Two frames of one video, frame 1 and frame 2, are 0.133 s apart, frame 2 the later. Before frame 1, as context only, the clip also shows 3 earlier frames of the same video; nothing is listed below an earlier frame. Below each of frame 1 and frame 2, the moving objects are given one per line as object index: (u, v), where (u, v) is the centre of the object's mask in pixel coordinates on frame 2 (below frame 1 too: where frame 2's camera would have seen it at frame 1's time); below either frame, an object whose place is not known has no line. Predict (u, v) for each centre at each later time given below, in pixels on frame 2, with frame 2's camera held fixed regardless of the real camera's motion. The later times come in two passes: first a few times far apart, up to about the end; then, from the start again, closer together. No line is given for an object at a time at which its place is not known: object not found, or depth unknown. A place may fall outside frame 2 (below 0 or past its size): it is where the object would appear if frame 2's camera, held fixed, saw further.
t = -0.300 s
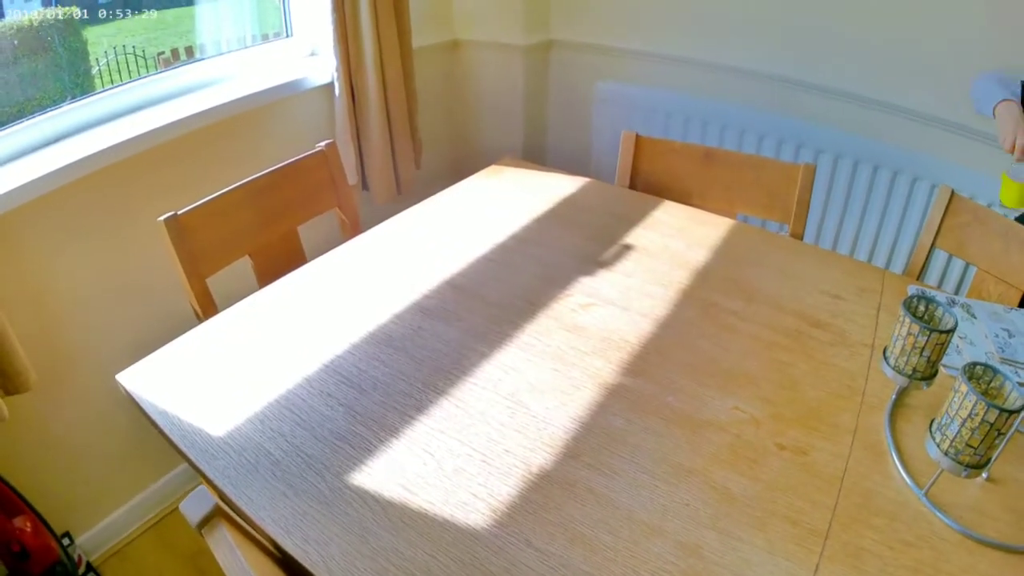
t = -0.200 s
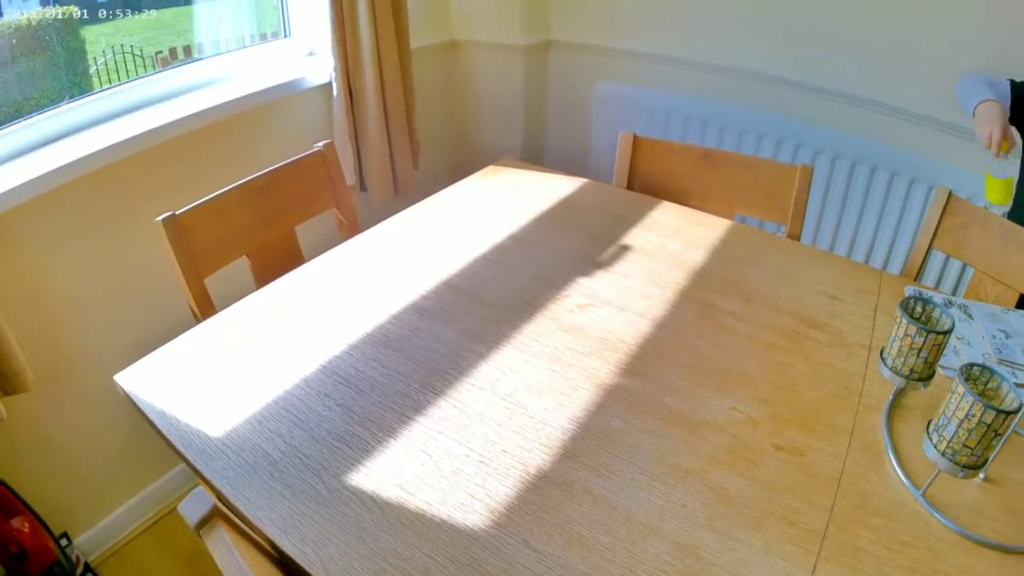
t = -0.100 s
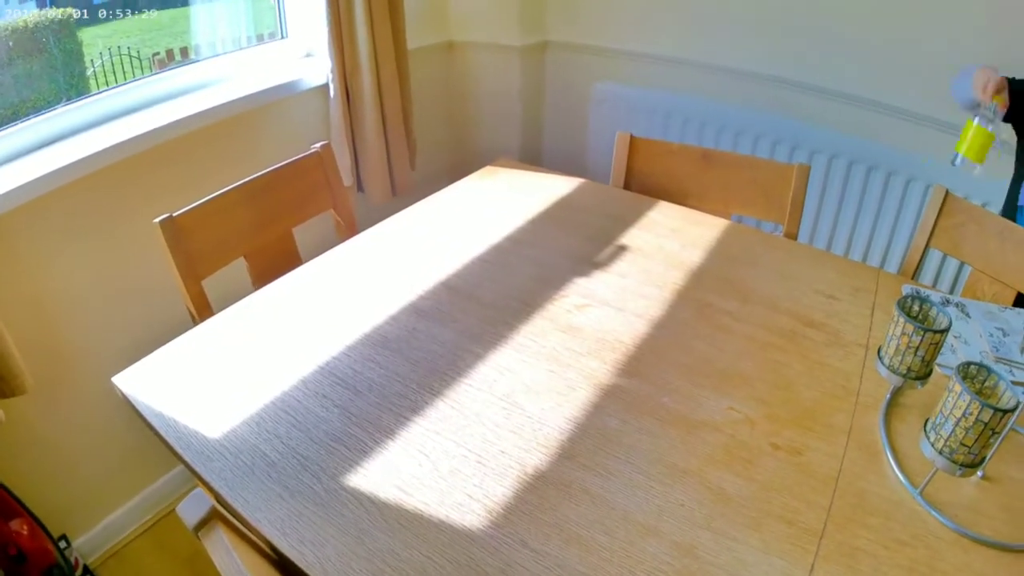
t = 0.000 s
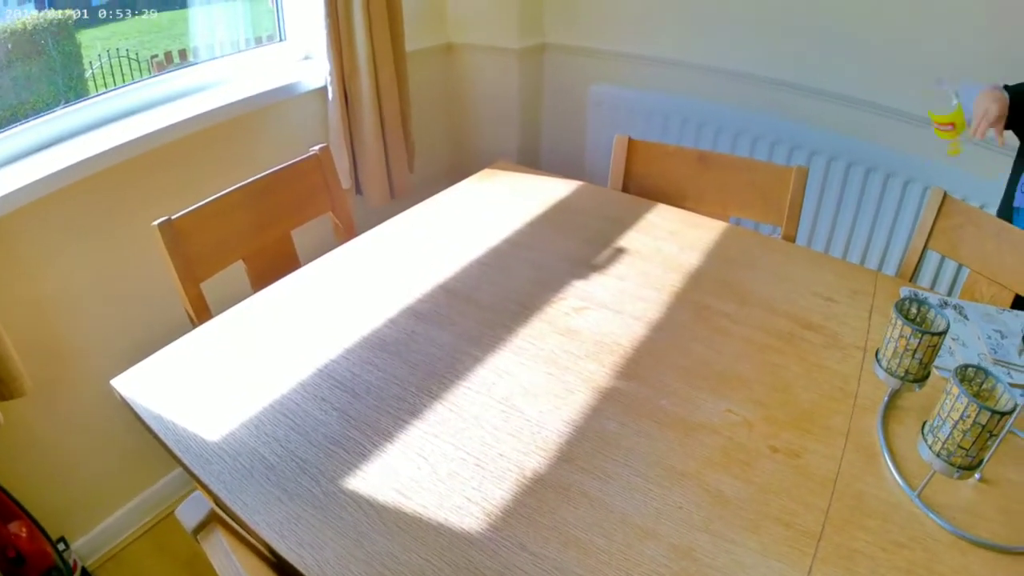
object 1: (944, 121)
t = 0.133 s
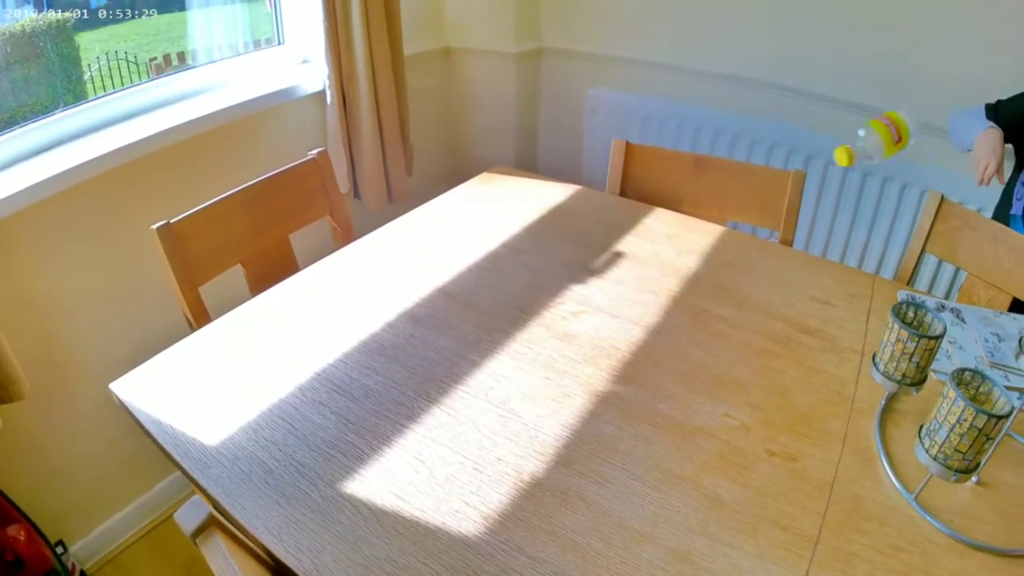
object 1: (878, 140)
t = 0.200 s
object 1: (830, 198)
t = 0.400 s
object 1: (717, 281)
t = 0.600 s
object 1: (648, 314)
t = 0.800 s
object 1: (625, 305)
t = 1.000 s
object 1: (610, 295)
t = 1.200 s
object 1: (594, 289)
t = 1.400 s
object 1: (585, 281)
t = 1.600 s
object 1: (579, 276)
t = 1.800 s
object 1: (574, 272)
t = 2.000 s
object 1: (568, 269)
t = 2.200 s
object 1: (565, 266)
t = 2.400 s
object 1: (563, 265)
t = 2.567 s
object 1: (561, 264)
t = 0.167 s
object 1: (854, 165)
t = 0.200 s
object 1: (830, 198)
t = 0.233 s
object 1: (802, 240)
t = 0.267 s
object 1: (781, 260)
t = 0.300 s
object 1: (766, 264)
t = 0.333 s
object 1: (750, 271)
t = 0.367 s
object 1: (733, 276)
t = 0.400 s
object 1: (717, 281)
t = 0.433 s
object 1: (701, 288)
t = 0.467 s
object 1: (683, 302)
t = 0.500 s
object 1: (670, 312)
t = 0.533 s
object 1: (661, 311)
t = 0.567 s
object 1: (653, 315)
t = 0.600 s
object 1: (648, 314)
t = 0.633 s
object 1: (643, 312)
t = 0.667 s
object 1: (639, 311)
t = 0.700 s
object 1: (635, 310)
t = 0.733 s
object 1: (631, 309)
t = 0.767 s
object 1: (627, 307)
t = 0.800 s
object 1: (625, 305)
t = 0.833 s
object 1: (621, 304)
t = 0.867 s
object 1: (620, 302)
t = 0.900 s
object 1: (618, 300)
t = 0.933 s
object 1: (615, 298)
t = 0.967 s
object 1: (613, 296)
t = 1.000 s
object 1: (610, 295)
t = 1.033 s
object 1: (609, 293)
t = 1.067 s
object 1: (606, 292)
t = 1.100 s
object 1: (602, 292)
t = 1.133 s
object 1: (597, 291)
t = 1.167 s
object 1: (596, 290)
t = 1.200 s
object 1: (594, 289)
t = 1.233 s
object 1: (593, 287)
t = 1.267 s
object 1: (592, 286)
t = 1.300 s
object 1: (590, 285)
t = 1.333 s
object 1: (589, 283)
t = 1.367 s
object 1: (587, 282)
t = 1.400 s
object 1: (585, 281)
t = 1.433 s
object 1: (584, 280)
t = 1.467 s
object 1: (583, 279)
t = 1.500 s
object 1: (582, 279)
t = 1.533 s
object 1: (581, 278)
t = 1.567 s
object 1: (580, 278)
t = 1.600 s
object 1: (579, 276)
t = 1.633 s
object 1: (578, 276)
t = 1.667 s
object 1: (578, 275)
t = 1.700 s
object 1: (577, 274)
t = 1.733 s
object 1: (576, 273)
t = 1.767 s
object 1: (575, 272)
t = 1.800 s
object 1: (574, 272)
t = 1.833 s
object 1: (573, 271)
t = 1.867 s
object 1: (573, 271)
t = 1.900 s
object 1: (571, 270)
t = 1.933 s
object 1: (570, 270)
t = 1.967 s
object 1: (569, 269)
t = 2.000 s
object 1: (568, 269)
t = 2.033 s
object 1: (568, 268)
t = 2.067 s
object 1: (567, 268)
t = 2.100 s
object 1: (567, 268)
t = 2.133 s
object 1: (566, 267)
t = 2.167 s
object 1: (565, 266)
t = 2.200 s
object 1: (565, 266)
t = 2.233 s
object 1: (565, 266)
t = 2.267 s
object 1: (565, 265)
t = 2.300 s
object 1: (564, 265)
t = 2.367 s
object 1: (563, 265)
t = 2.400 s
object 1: (563, 265)
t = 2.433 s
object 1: (563, 265)
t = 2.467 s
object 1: (562, 265)
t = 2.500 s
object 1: (562, 265)
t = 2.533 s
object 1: (561, 265)
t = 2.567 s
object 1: (561, 264)
